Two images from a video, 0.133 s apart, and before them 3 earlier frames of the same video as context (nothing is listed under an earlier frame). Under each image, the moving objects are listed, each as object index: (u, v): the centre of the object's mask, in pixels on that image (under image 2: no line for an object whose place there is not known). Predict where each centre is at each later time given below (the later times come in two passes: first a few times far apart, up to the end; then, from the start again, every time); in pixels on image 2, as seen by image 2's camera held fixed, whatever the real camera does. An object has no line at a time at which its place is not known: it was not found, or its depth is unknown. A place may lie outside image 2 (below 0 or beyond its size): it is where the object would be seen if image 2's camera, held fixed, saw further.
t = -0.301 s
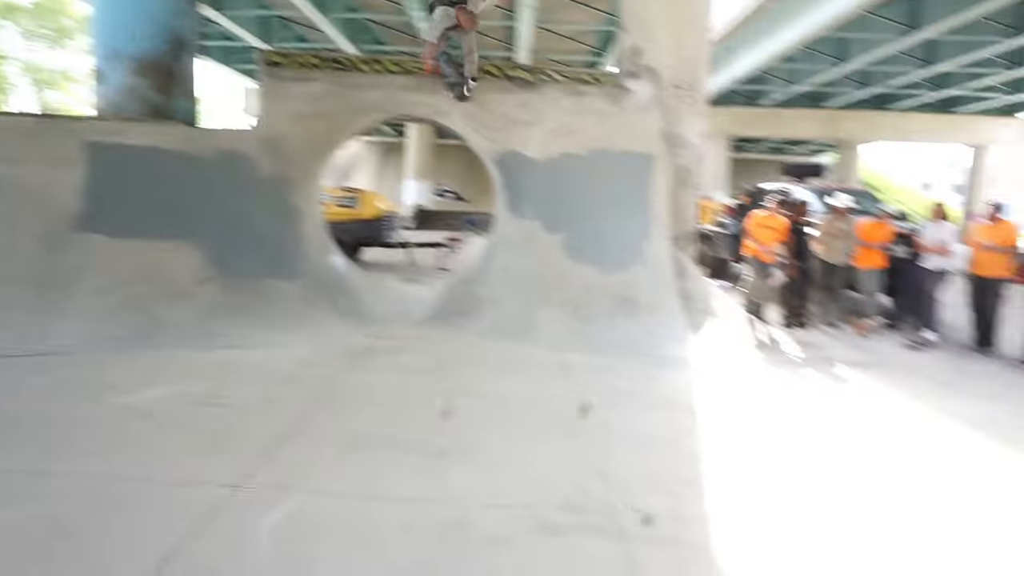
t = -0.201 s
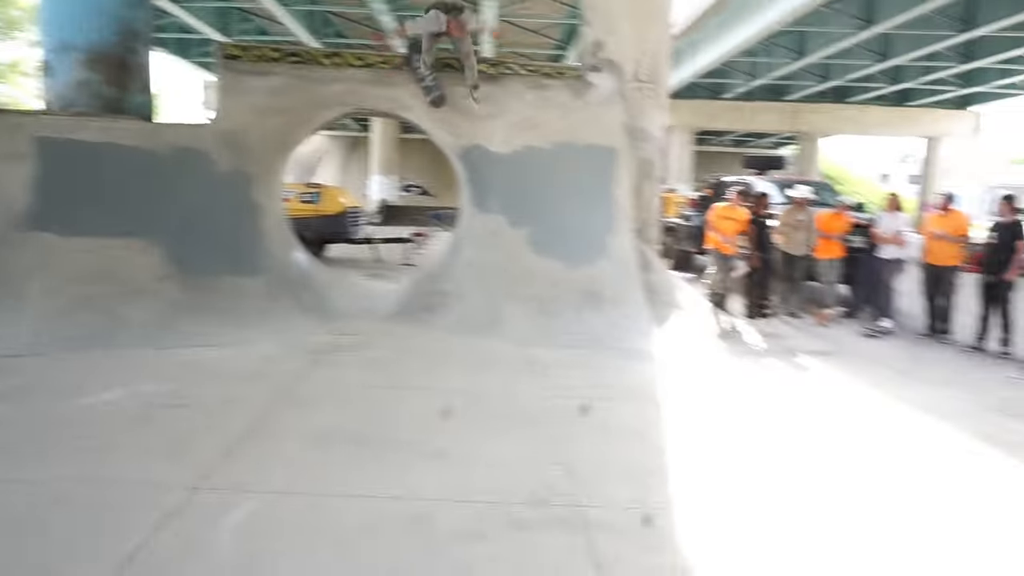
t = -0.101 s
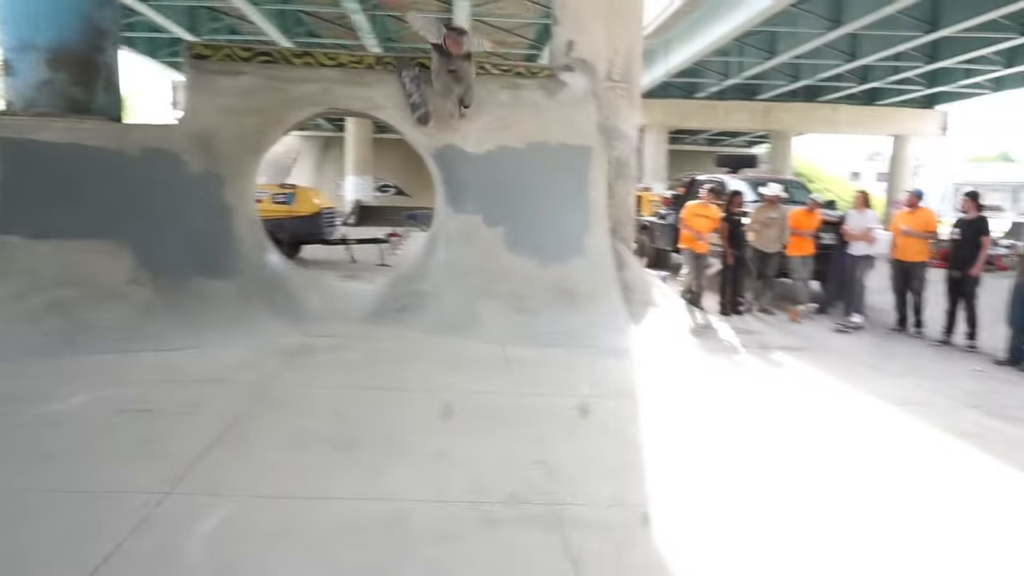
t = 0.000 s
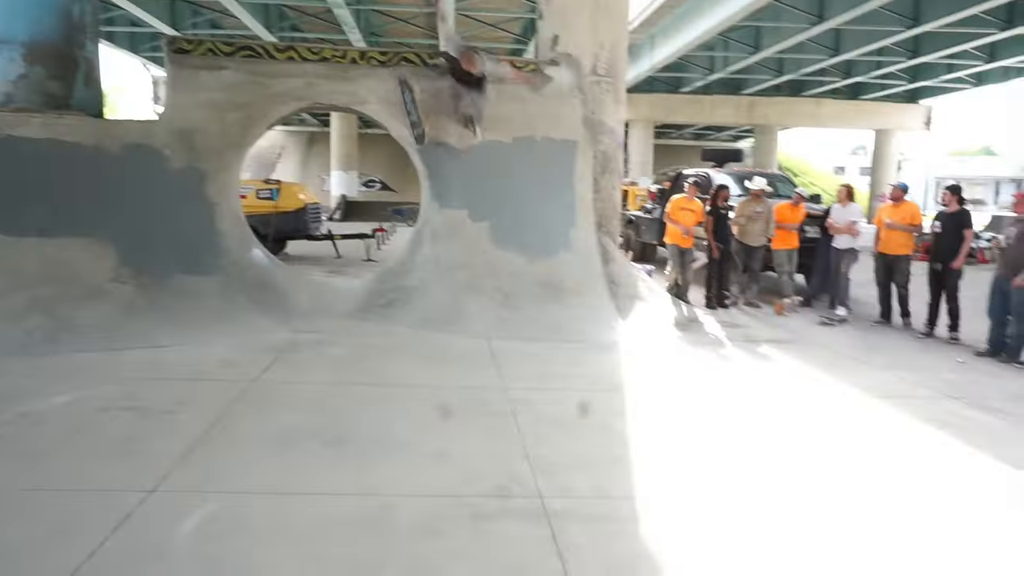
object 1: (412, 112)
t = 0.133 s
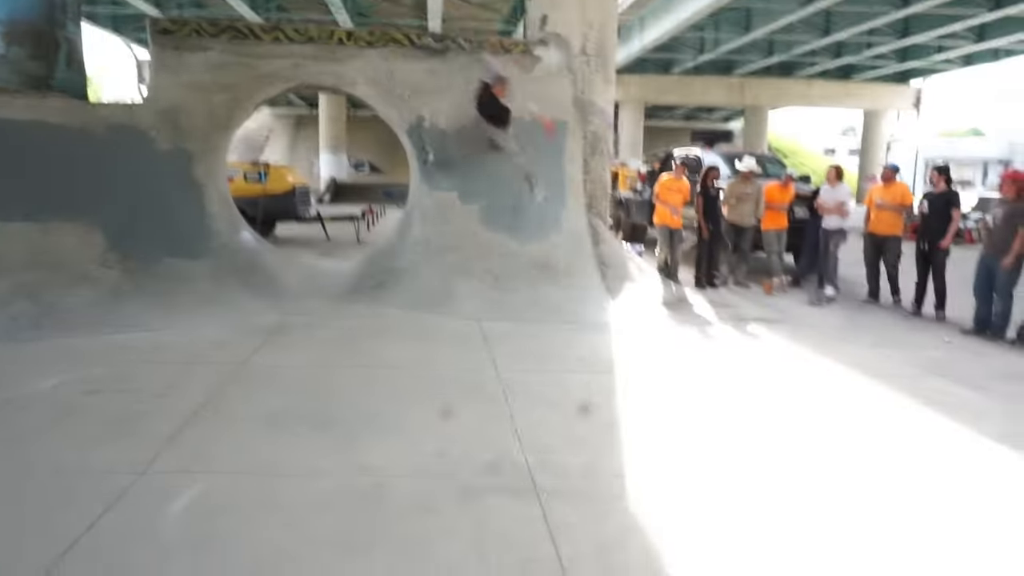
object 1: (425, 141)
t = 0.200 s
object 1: (435, 164)
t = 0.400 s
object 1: (455, 255)
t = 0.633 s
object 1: (453, 295)
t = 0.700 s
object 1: (454, 296)
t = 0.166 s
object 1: (431, 152)
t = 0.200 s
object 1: (435, 164)
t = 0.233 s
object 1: (441, 184)
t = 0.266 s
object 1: (447, 197)
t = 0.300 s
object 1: (445, 215)
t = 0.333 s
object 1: (448, 227)
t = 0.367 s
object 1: (452, 242)
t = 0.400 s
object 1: (455, 255)
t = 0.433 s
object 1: (453, 263)
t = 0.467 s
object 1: (454, 270)
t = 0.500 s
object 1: (455, 277)
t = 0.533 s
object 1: (453, 289)
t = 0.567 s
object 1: (454, 292)
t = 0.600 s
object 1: (453, 294)
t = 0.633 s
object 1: (453, 295)
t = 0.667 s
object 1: (454, 297)
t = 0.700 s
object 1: (454, 296)
